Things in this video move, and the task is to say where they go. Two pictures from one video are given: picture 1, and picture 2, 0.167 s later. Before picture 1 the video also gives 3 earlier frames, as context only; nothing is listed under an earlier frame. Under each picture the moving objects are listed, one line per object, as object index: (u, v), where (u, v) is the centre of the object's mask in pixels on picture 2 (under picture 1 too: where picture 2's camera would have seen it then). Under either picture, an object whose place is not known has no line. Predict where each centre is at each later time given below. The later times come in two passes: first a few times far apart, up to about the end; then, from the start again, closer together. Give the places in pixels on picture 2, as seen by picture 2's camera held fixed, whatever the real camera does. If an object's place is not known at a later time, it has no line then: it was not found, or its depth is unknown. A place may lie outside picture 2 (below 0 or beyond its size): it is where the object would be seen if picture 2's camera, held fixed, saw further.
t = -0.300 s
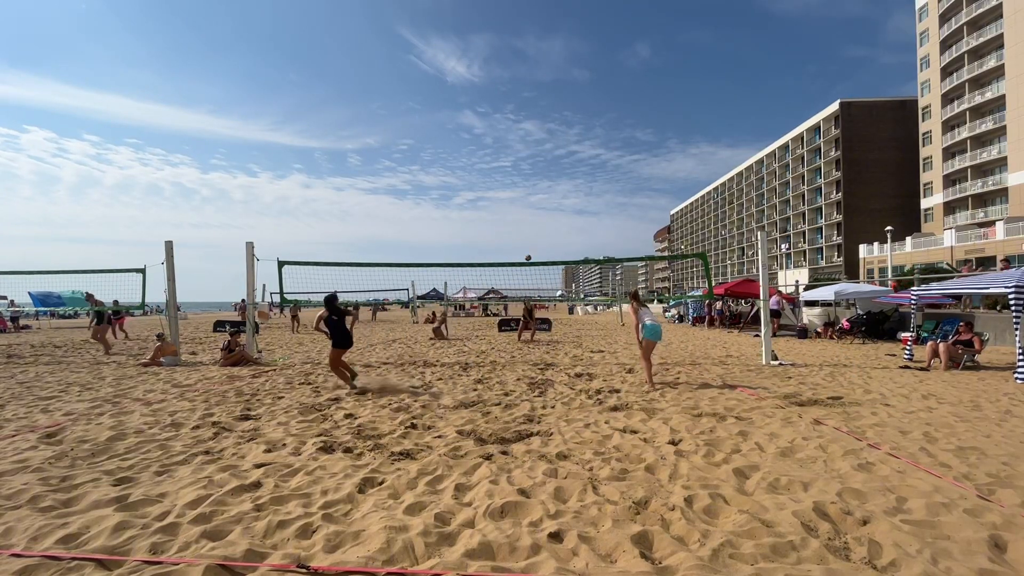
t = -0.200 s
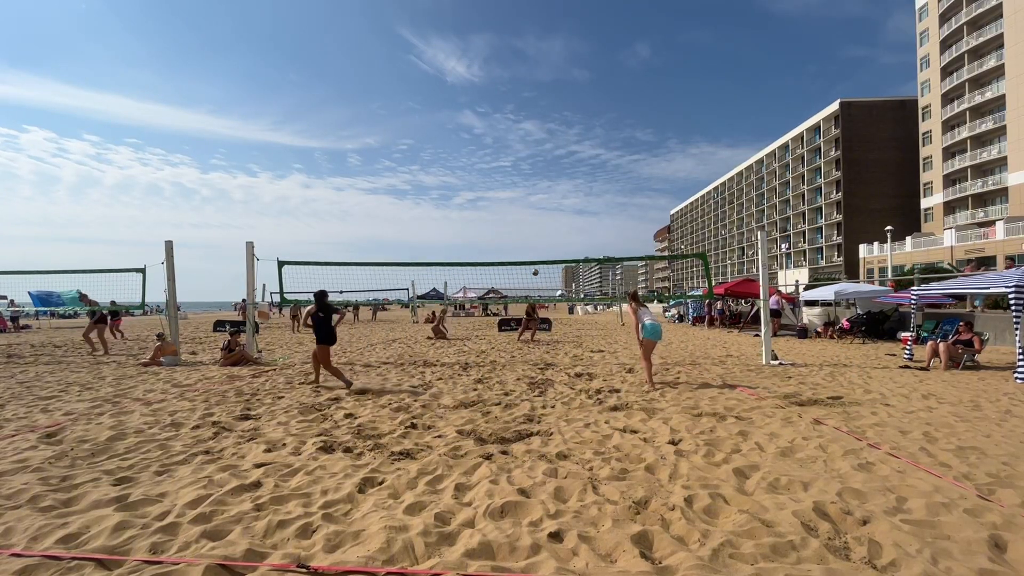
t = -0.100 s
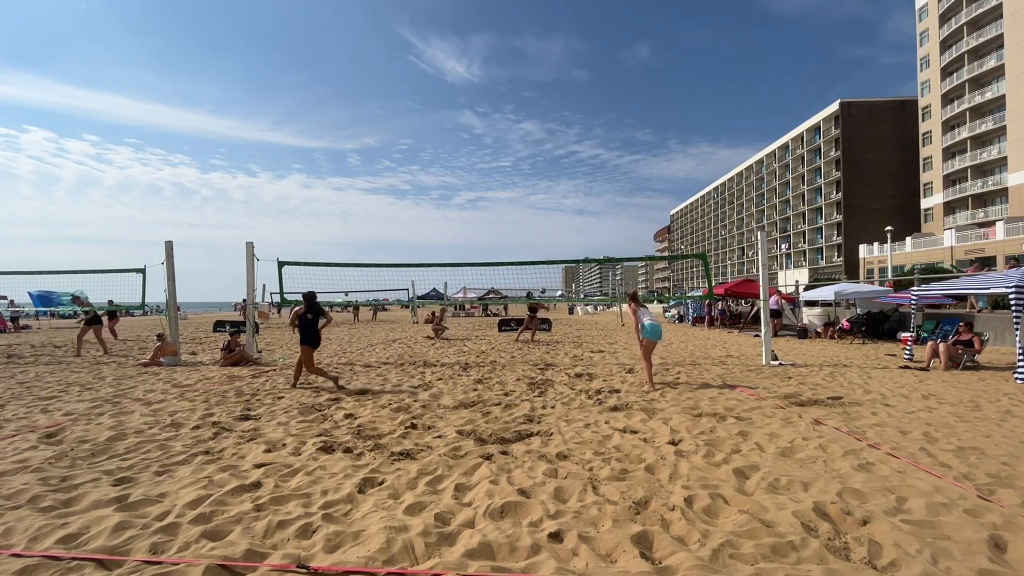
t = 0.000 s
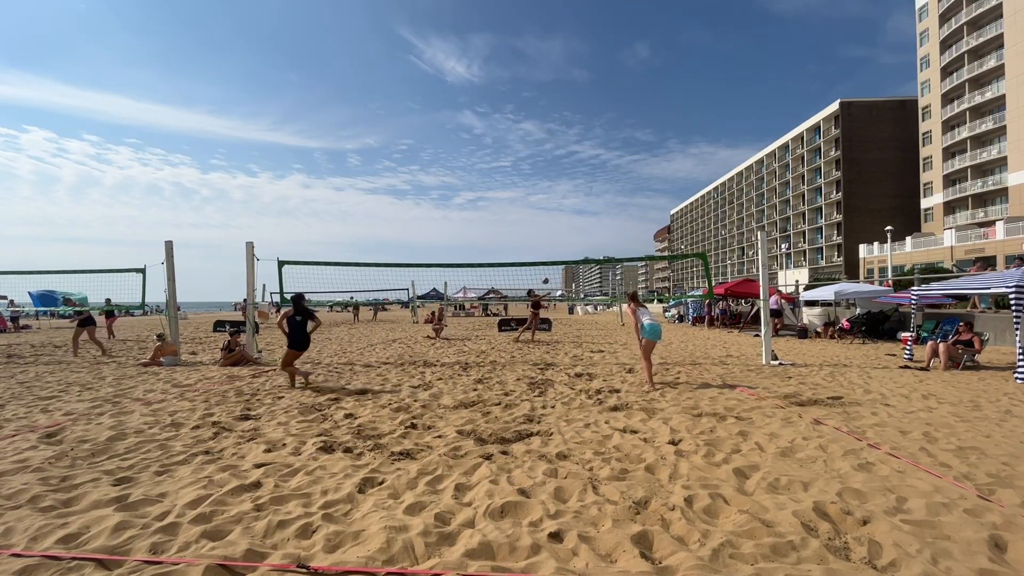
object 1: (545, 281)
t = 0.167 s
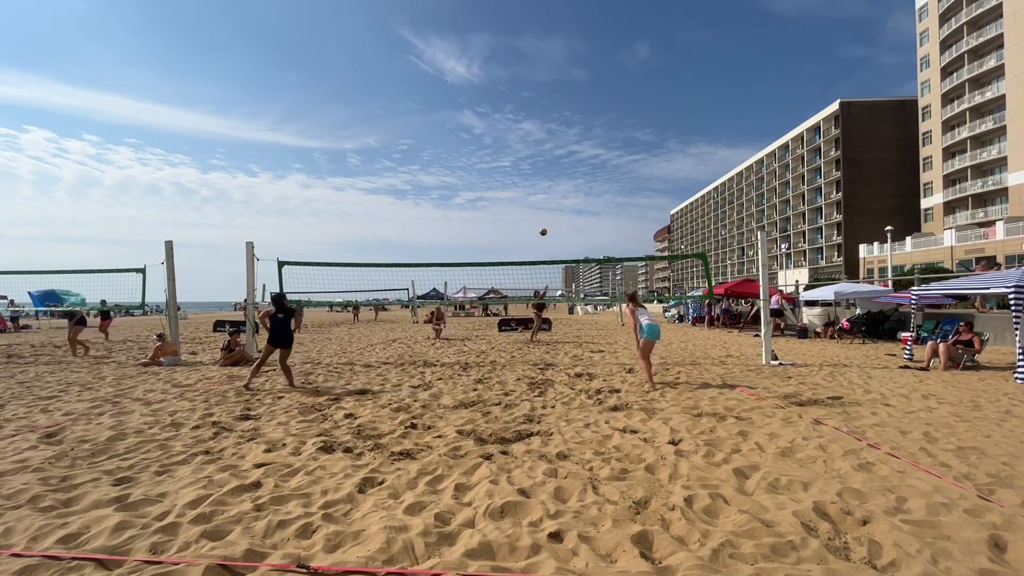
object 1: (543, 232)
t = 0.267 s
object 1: (542, 205)
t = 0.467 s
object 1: (540, 157)
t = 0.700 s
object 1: (538, 111)
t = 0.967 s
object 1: (539, 80)
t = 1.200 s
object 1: (543, 76)
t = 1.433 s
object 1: (549, 107)
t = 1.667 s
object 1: (559, 190)
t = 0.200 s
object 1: (543, 223)
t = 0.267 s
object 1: (542, 205)
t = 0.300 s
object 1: (542, 196)
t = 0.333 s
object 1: (541, 188)
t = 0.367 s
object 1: (541, 180)
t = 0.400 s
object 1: (541, 172)
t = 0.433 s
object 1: (540, 164)
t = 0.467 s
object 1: (540, 157)
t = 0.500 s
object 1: (540, 150)
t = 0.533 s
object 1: (539, 142)
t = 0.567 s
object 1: (539, 136)
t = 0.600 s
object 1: (539, 129)
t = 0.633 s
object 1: (539, 123)
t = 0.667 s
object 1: (538, 117)
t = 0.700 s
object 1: (538, 111)
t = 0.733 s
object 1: (538, 106)
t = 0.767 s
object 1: (538, 101)
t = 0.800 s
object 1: (538, 97)
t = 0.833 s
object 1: (538, 93)
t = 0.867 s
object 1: (539, 89)
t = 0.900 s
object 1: (539, 85)
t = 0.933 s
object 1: (539, 82)
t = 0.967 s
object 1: (539, 80)
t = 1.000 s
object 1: (540, 77)
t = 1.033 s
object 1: (540, 76)
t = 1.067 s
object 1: (541, 75)
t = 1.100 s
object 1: (542, 74)
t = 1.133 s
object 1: (542, 74)
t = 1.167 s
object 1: (542, 75)
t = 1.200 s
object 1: (543, 76)
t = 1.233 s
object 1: (544, 78)
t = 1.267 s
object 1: (544, 81)
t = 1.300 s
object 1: (545, 85)
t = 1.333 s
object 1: (546, 89)
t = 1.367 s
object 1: (547, 94)
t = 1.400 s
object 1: (548, 100)
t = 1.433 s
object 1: (549, 107)
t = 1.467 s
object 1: (550, 116)
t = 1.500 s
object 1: (551, 125)
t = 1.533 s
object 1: (553, 136)
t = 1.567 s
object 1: (554, 147)
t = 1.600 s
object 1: (556, 160)
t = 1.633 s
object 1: (557, 174)
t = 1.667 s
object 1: (559, 190)
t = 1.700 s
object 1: (560, 207)
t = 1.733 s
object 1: (562, 226)
